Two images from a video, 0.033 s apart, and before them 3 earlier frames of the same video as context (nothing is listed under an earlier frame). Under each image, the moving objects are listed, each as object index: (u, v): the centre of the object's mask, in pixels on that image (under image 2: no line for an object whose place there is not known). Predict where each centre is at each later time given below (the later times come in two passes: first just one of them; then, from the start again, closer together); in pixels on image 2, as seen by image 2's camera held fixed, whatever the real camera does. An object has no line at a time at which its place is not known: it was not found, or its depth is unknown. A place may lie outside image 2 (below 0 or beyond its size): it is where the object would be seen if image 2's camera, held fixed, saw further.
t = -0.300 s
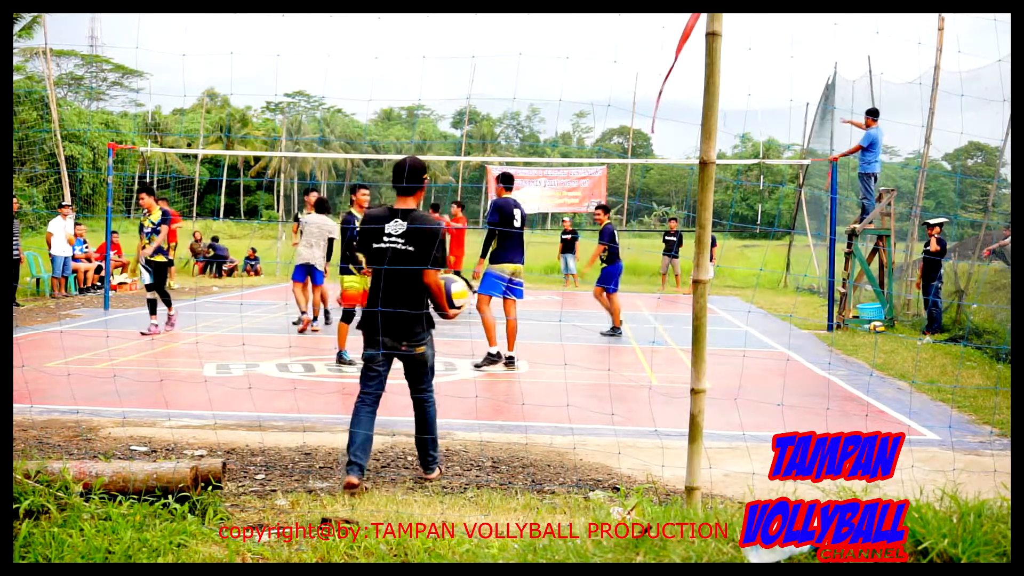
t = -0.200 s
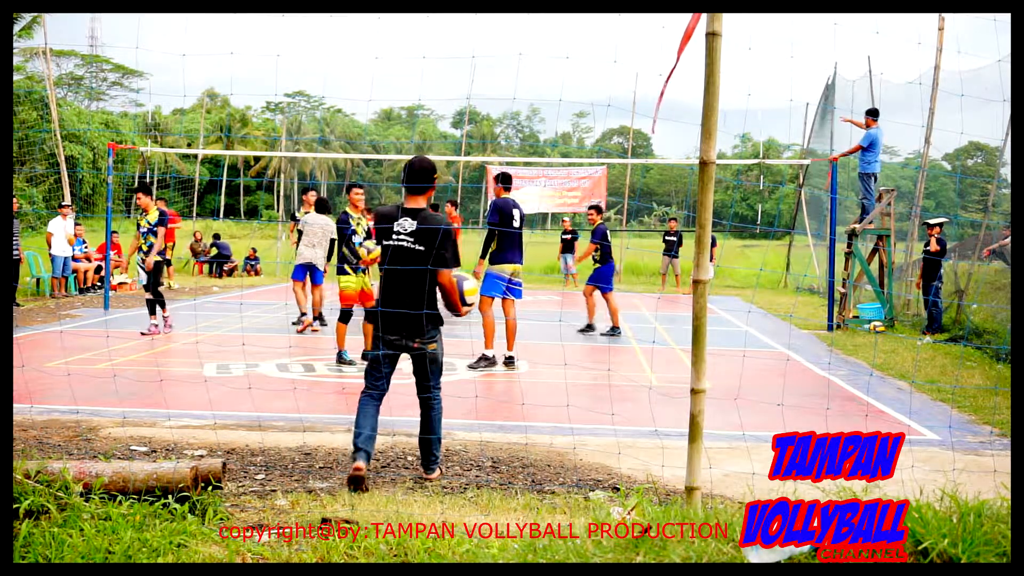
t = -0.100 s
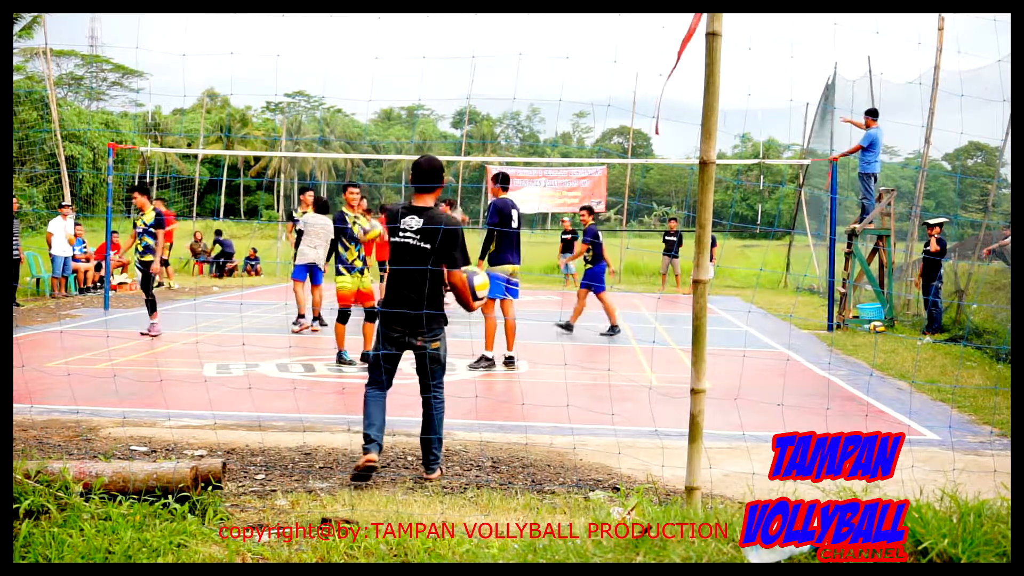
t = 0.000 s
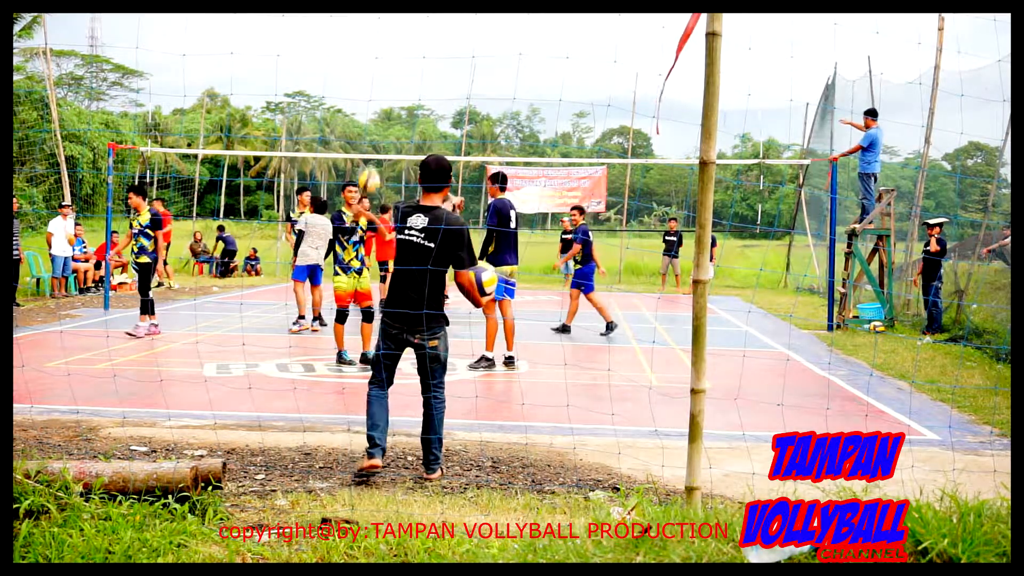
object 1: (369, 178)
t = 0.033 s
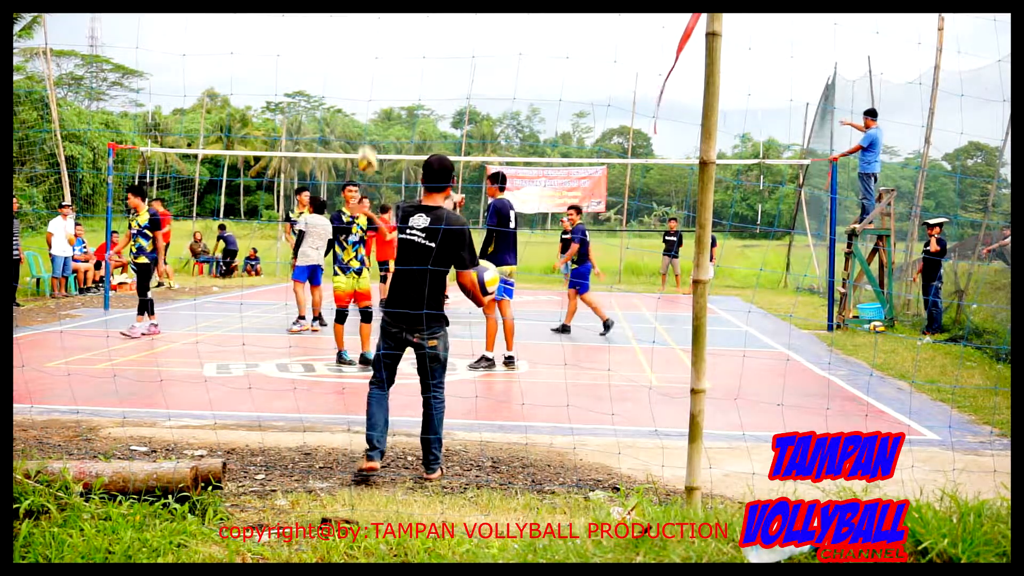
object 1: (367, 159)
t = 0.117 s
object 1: (362, 117)
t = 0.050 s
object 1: (367, 143)
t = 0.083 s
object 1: (365, 130)
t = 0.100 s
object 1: (363, 124)
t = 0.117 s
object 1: (362, 117)
